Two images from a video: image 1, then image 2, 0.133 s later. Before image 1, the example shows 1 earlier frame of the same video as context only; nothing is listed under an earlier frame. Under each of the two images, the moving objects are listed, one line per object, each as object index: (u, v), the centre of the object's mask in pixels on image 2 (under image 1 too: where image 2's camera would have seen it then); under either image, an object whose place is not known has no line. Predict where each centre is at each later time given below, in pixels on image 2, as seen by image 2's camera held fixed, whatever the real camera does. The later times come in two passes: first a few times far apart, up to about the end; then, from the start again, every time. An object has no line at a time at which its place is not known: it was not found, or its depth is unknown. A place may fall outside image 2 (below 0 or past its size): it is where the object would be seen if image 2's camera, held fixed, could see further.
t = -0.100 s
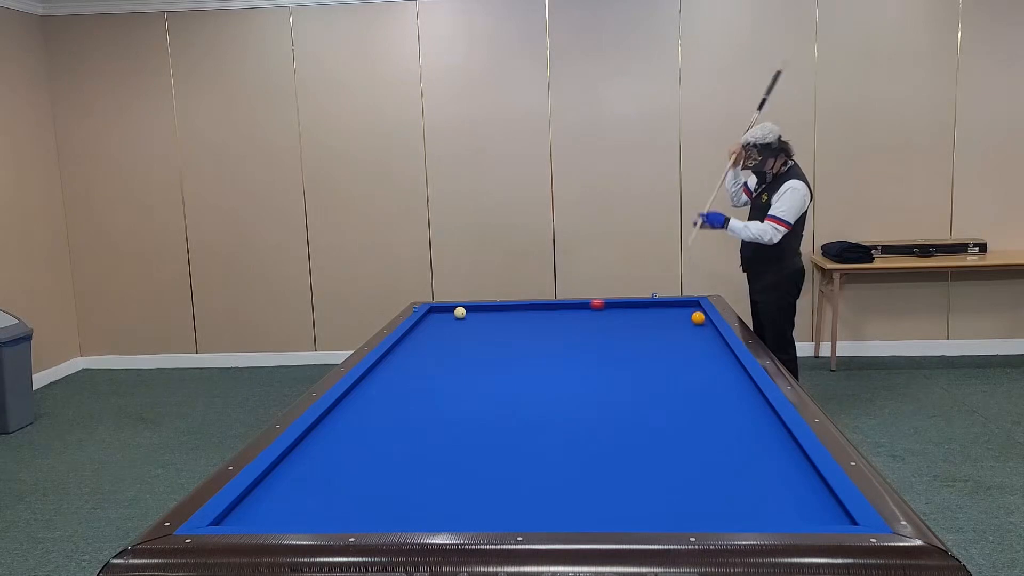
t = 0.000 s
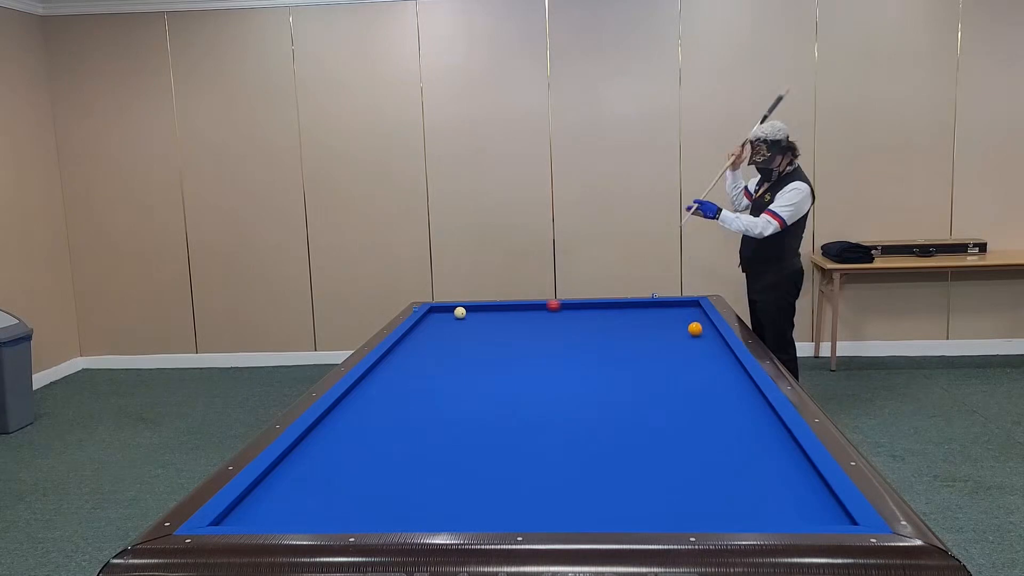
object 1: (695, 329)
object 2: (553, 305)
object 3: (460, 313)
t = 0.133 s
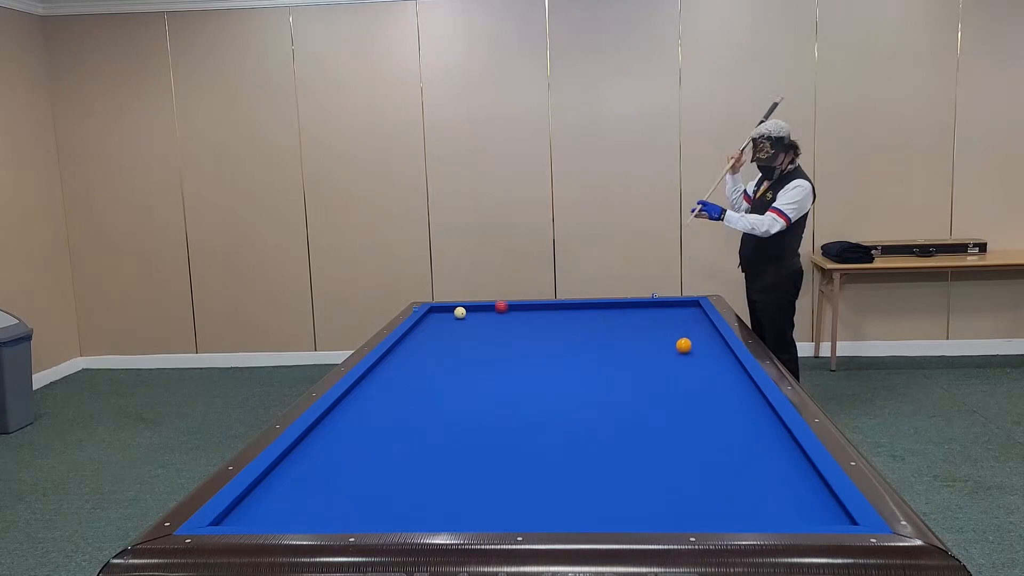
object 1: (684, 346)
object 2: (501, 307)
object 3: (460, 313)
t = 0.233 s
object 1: (672, 360)
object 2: (467, 307)
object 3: (460, 313)
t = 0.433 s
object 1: (644, 395)
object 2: (461, 305)
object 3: (460, 313)
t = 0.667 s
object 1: (598, 453)
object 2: (510, 308)
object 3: (460, 313)
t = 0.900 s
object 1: (535, 509)
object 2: (553, 308)
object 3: (460, 313)
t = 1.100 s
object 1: (506, 456)
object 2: (590, 308)
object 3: (460, 313)
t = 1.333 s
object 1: (480, 419)
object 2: (634, 308)
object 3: (460, 313)
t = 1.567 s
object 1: (458, 394)
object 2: (678, 308)
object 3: (460, 313)
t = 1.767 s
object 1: (443, 376)
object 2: (683, 308)
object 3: (460, 313)
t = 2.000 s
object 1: (428, 358)
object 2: (659, 309)
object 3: (460, 312)
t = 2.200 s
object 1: (417, 345)
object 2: (639, 310)
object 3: (460, 312)
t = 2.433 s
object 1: (415, 332)
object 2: (617, 311)
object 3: (460, 312)
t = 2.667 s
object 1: (435, 322)
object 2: (596, 312)
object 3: (460, 313)
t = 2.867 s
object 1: (448, 314)
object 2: (578, 312)
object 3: (463, 312)
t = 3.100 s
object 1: (442, 309)
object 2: (558, 313)
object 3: (484, 309)
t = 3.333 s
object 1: (437, 310)
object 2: (538, 314)
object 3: (502, 306)
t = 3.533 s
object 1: (434, 313)
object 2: (522, 315)
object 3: (513, 307)
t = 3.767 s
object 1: (430, 315)
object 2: (503, 316)
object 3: (525, 308)
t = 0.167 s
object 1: (680, 350)
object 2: (489, 307)
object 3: (460, 313)
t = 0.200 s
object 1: (676, 355)
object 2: (477, 307)
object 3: (460, 313)
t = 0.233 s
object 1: (672, 360)
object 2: (467, 307)
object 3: (460, 313)
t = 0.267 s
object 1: (668, 365)
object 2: (452, 307)
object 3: (460, 313)
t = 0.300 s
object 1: (664, 371)
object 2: (443, 308)
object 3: (460, 313)
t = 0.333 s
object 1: (659, 376)
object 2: (435, 308)
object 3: (460, 313)
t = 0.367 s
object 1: (655, 382)
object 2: (444, 308)
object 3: (460, 312)
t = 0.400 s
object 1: (649, 389)
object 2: (451, 308)
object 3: (460, 313)
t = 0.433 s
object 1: (644, 395)
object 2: (461, 305)
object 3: (460, 313)
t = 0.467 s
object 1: (638, 402)
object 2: (469, 308)
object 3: (460, 313)
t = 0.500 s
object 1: (633, 410)
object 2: (476, 308)
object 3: (460, 313)
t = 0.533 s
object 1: (627, 417)
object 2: (484, 308)
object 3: (460, 312)
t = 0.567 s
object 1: (620, 426)
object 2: (490, 308)
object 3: (460, 313)
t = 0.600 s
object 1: (613, 434)
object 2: (497, 308)
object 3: (460, 313)
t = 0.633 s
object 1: (606, 444)
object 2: (504, 308)
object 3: (460, 312)
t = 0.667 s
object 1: (598, 453)
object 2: (510, 308)
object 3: (460, 313)
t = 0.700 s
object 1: (590, 464)
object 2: (516, 308)
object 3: (460, 313)
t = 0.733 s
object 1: (581, 475)
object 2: (522, 308)
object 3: (460, 313)
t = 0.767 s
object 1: (571, 487)
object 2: (528, 308)
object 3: (460, 312)
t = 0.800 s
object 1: (561, 500)
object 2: (535, 308)
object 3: (460, 313)
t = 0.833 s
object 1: (550, 512)
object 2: (541, 308)
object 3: (460, 313)
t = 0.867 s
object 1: (540, 516)
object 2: (547, 308)
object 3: (460, 313)
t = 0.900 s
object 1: (535, 509)
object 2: (553, 308)
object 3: (460, 313)
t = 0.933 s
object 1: (529, 498)
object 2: (559, 308)
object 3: (460, 313)
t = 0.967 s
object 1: (524, 488)
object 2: (565, 308)
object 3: (460, 313)
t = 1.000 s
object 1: (519, 479)
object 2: (572, 308)
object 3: (460, 313)
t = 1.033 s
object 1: (515, 471)
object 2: (578, 308)
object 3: (460, 312)
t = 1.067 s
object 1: (510, 463)
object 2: (584, 308)
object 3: (460, 313)
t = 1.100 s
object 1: (506, 456)
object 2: (590, 308)
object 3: (460, 313)
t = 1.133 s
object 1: (502, 449)
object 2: (596, 308)
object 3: (460, 313)
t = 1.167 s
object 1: (498, 443)
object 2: (603, 308)
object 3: (460, 313)
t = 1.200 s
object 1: (494, 438)
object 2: (609, 308)
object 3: (460, 313)
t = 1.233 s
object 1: (491, 432)
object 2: (615, 308)
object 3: (460, 313)
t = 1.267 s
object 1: (487, 428)
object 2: (621, 308)
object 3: (460, 313)
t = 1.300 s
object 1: (484, 423)
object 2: (628, 308)
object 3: (460, 313)
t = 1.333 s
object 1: (480, 419)
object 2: (634, 308)
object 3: (460, 313)
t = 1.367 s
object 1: (476, 415)
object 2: (640, 308)
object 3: (460, 313)
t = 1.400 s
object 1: (473, 411)
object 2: (646, 308)
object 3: (460, 313)
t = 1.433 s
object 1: (470, 408)
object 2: (653, 308)
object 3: (460, 313)
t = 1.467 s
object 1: (467, 404)
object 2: (659, 308)
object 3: (460, 313)
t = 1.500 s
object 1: (464, 400)
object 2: (665, 308)
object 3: (460, 313)
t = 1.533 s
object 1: (461, 397)
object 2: (672, 308)
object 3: (460, 313)
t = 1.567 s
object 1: (458, 394)
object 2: (678, 308)
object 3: (460, 313)
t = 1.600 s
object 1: (456, 390)
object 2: (684, 308)
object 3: (460, 313)
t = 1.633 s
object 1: (453, 387)
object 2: (691, 308)
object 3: (460, 313)
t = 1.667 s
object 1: (450, 384)
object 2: (696, 308)
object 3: (460, 313)
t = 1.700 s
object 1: (448, 381)
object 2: (692, 308)
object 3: (460, 313)
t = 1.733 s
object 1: (445, 379)
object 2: (688, 308)
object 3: (460, 313)
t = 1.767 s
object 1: (443, 376)
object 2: (683, 308)
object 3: (460, 313)
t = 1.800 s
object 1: (441, 373)
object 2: (679, 308)
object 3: (460, 312)
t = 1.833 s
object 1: (438, 370)
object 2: (675, 308)
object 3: (460, 313)
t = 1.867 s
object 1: (436, 368)
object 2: (672, 309)
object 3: (460, 313)
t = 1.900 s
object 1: (434, 365)
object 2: (668, 309)
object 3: (460, 313)
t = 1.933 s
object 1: (432, 363)
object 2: (665, 309)
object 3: (460, 312)
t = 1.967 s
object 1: (430, 361)
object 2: (662, 309)
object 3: (460, 312)
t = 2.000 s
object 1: (428, 358)
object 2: (659, 309)
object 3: (460, 312)
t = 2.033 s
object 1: (426, 356)
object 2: (656, 309)
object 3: (460, 312)
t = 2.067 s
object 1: (424, 354)
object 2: (652, 309)
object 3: (460, 312)
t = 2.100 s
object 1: (422, 352)
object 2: (649, 309)
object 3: (460, 312)
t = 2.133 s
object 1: (421, 349)
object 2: (646, 309)
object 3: (460, 312)
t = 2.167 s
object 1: (419, 347)
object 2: (643, 310)
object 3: (460, 312)
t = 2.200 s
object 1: (417, 345)
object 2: (639, 310)
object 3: (460, 312)
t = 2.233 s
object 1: (416, 343)
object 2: (637, 310)
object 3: (460, 312)
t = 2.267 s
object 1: (414, 341)
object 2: (633, 310)
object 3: (460, 312)
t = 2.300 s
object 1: (412, 340)
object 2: (630, 310)
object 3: (460, 312)
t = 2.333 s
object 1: (411, 337)
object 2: (627, 310)
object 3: (460, 312)
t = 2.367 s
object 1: (409, 336)
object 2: (624, 310)
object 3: (460, 312)
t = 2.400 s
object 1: (411, 334)
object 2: (621, 311)
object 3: (460, 312)
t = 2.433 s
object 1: (415, 332)
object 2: (617, 311)
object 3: (460, 312)
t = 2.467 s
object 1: (418, 331)
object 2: (614, 311)
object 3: (460, 312)
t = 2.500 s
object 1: (421, 329)
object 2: (611, 311)
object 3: (460, 312)
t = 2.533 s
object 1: (424, 328)
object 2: (608, 311)
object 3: (460, 312)
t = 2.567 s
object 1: (427, 326)
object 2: (605, 311)
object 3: (460, 312)
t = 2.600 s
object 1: (430, 325)
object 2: (602, 311)
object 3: (460, 312)
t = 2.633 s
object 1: (433, 323)
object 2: (599, 312)
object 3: (460, 312)
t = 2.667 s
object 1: (435, 322)
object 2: (596, 312)
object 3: (460, 313)
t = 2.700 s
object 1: (438, 321)
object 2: (593, 312)
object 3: (460, 313)
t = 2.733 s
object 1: (441, 319)
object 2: (590, 312)
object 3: (460, 312)
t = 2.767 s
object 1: (443, 318)
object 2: (587, 312)
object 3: (460, 312)
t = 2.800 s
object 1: (446, 316)
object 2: (584, 312)
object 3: (460, 312)
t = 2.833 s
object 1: (448, 315)
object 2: (581, 312)
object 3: (460, 312)
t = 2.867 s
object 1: (448, 314)
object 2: (578, 312)
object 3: (463, 312)
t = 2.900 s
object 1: (446, 313)
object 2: (575, 313)
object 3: (467, 311)
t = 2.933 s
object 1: (445, 313)
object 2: (572, 313)
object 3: (470, 311)
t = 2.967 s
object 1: (445, 312)
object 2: (569, 313)
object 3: (473, 310)
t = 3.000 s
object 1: (444, 311)
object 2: (567, 313)
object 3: (476, 310)
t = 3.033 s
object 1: (443, 310)
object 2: (564, 313)
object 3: (479, 310)
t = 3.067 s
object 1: (442, 309)
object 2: (561, 313)
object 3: (482, 309)
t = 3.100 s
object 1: (442, 309)
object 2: (558, 313)
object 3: (484, 309)
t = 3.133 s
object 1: (441, 308)
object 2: (555, 313)
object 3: (487, 308)
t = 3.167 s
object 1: (440, 308)
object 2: (552, 314)
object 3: (490, 308)
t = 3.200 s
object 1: (440, 309)
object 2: (549, 314)
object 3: (492, 307)
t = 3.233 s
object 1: (439, 309)
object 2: (547, 314)
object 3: (495, 307)
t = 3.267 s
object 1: (439, 310)
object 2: (544, 314)
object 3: (498, 307)
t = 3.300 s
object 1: (438, 310)
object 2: (541, 314)
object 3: (500, 306)
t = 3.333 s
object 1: (437, 310)
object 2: (538, 314)
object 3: (502, 306)
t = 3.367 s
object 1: (437, 311)
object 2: (536, 314)
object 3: (504, 306)
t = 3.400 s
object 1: (436, 311)
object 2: (533, 314)
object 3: (506, 306)
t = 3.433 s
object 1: (436, 311)
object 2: (530, 315)
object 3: (507, 307)
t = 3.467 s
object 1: (435, 312)
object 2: (527, 315)
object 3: (509, 307)
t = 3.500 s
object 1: (435, 312)
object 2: (525, 315)
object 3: (511, 307)
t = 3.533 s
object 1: (434, 313)
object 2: (522, 315)
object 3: (513, 307)
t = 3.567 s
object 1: (434, 313)
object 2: (519, 315)
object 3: (514, 307)
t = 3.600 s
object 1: (433, 313)
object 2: (517, 315)
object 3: (516, 306)
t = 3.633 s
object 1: (433, 314)
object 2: (514, 315)
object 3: (518, 306)
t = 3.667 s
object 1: (432, 314)
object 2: (511, 315)
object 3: (520, 307)
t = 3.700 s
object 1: (431, 314)
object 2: (509, 316)
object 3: (521, 308)
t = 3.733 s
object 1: (431, 315)
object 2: (506, 316)
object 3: (523, 308)
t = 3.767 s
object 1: (430, 315)
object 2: (503, 316)
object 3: (525, 308)
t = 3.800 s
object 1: (430, 315)
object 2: (501, 316)
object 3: (526, 308)
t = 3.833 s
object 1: (429, 316)
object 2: (498, 316)
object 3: (528, 308)
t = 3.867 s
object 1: (428, 316)
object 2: (495, 316)
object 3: (530, 308)
